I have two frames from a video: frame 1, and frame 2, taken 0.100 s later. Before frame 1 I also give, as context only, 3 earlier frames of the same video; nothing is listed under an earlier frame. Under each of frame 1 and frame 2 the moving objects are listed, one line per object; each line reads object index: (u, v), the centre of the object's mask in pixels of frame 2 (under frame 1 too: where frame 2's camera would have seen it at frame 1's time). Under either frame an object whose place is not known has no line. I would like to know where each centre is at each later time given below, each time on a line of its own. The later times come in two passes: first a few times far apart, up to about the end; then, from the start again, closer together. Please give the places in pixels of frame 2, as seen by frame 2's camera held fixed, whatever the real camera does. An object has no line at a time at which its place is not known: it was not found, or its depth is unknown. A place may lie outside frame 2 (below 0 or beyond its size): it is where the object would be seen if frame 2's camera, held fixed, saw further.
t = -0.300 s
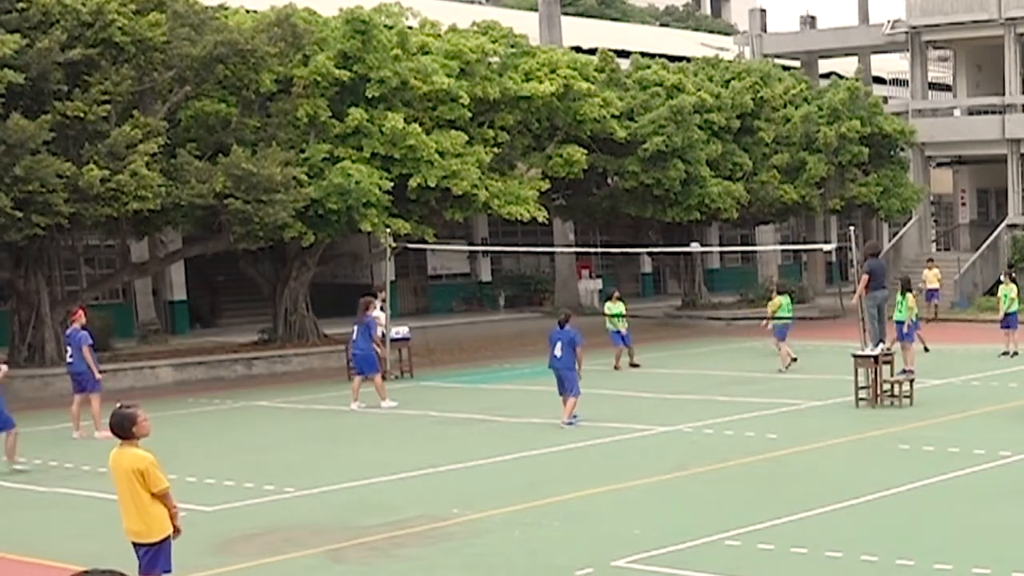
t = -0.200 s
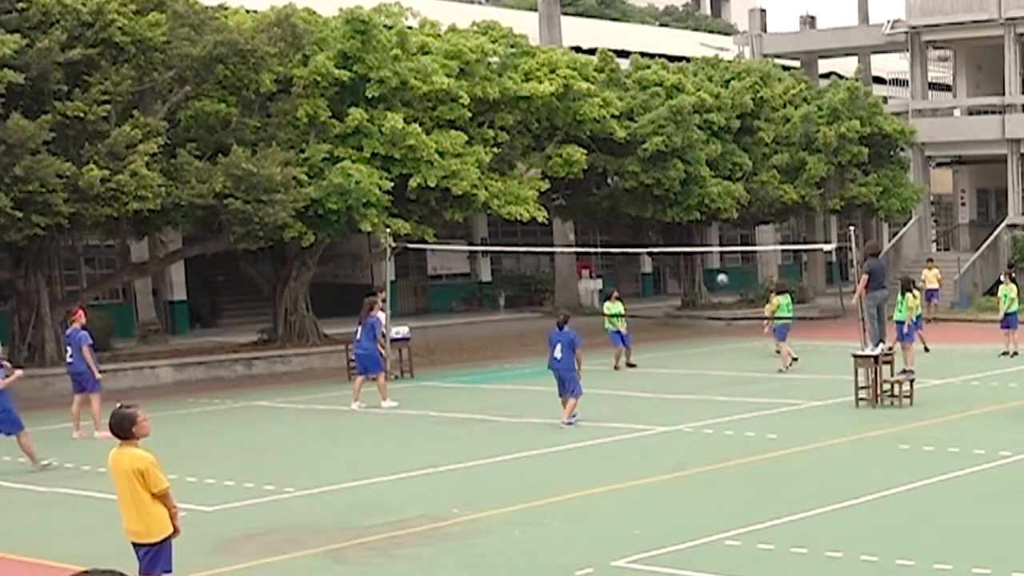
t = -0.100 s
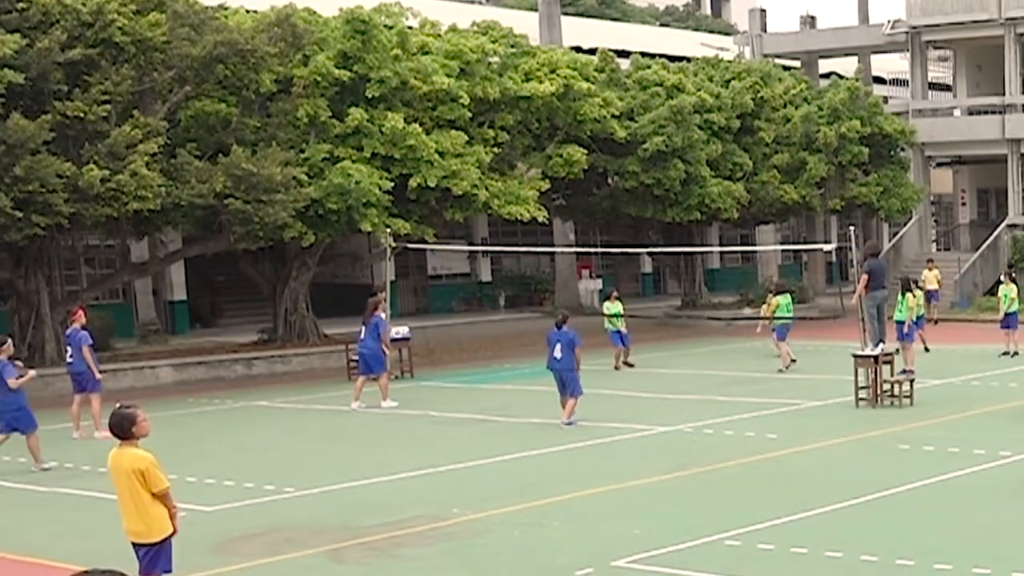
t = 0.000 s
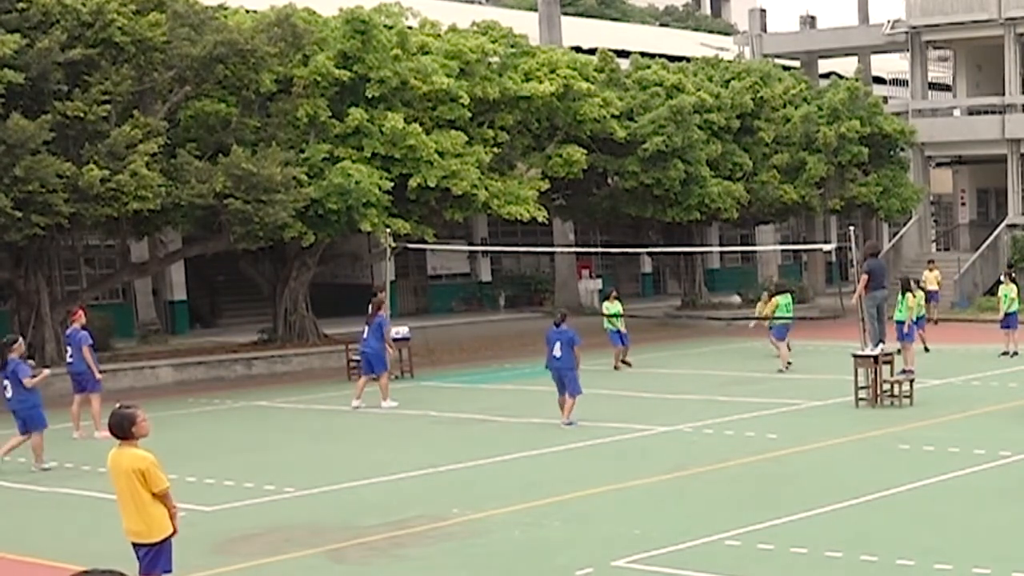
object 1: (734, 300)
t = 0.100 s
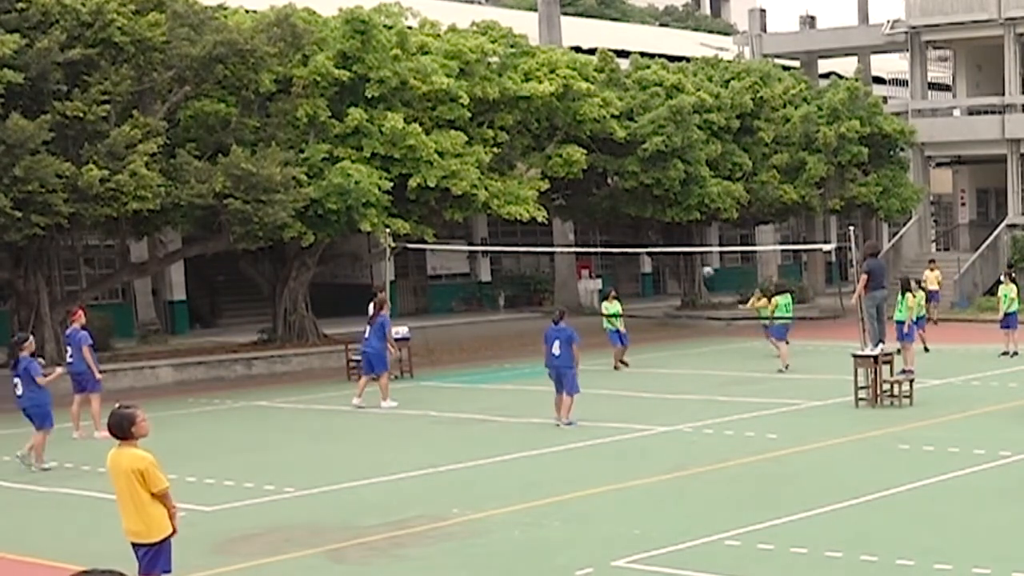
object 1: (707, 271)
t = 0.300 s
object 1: (653, 228)
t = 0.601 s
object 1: (573, 199)
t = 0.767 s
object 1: (530, 202)
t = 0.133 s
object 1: (698, 262)
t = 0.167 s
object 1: (689, 255)
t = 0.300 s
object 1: (653, 228)
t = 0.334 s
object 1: (644, 223)
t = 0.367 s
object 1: (635, 216)
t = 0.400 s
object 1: (626, 213)
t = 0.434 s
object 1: (618, 209)
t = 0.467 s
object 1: (608, 206)
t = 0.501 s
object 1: (600, 204)
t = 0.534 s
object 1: (591, 202)
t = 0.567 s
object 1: (582, 200)
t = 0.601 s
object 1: (573, 199)
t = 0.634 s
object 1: (565, 199)
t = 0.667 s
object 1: (556, 199)
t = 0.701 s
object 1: (548, 200)
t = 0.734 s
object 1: (539, 200)
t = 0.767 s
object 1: (530, 202)
